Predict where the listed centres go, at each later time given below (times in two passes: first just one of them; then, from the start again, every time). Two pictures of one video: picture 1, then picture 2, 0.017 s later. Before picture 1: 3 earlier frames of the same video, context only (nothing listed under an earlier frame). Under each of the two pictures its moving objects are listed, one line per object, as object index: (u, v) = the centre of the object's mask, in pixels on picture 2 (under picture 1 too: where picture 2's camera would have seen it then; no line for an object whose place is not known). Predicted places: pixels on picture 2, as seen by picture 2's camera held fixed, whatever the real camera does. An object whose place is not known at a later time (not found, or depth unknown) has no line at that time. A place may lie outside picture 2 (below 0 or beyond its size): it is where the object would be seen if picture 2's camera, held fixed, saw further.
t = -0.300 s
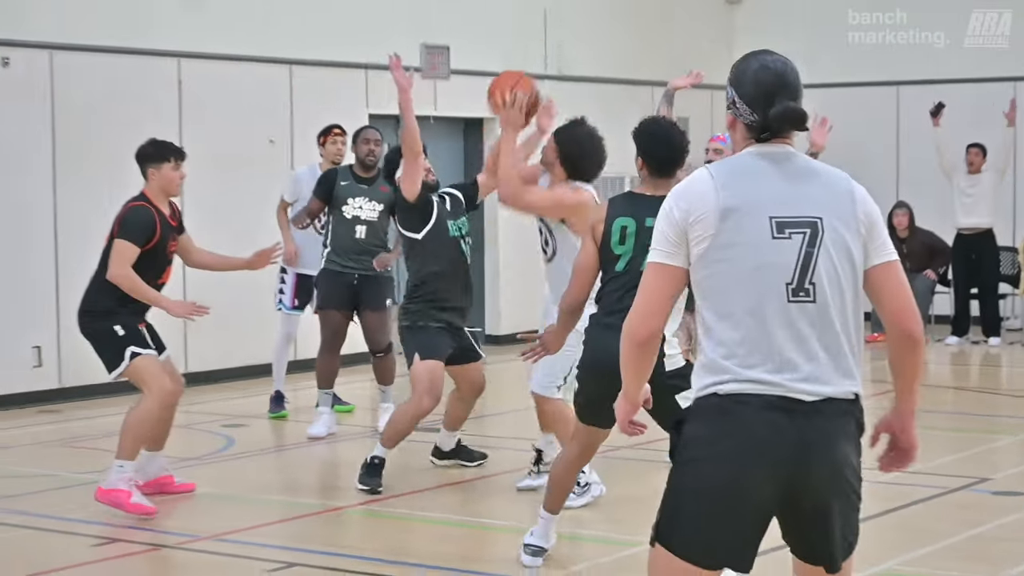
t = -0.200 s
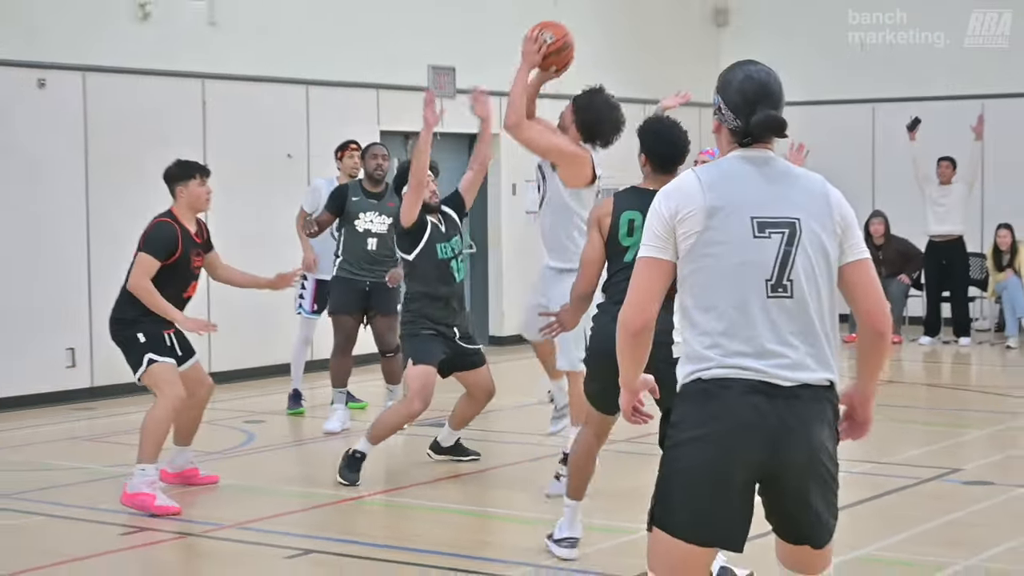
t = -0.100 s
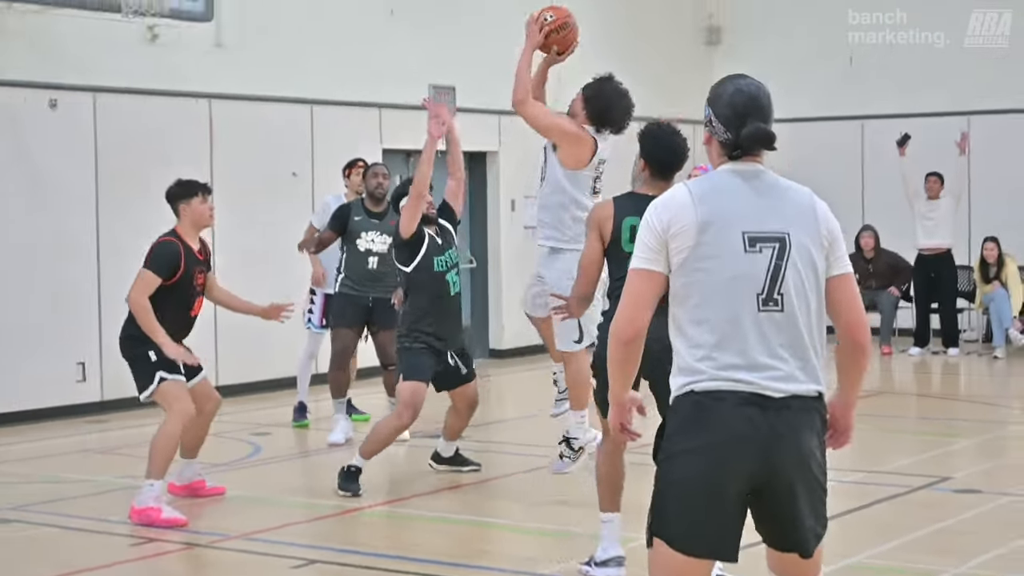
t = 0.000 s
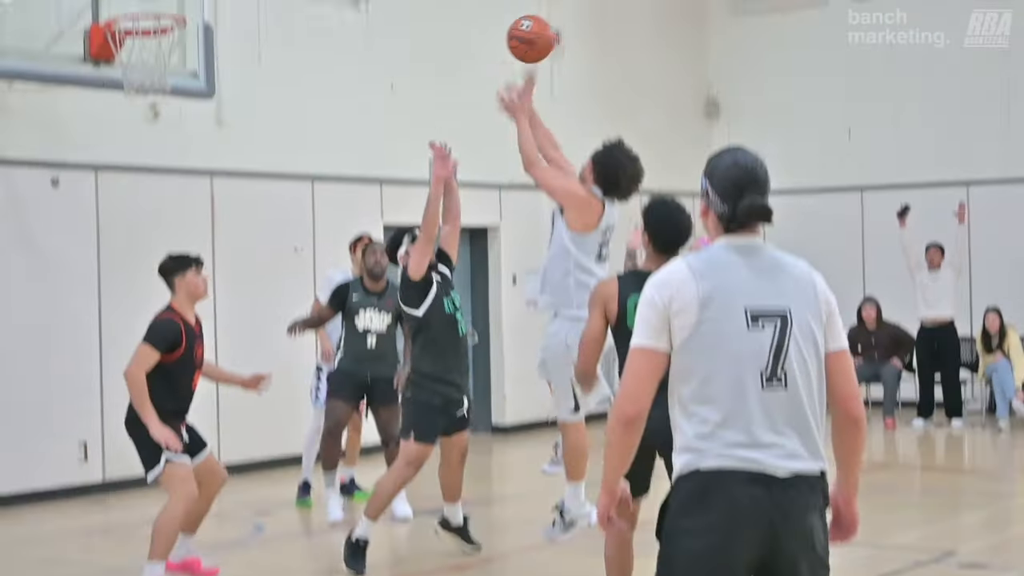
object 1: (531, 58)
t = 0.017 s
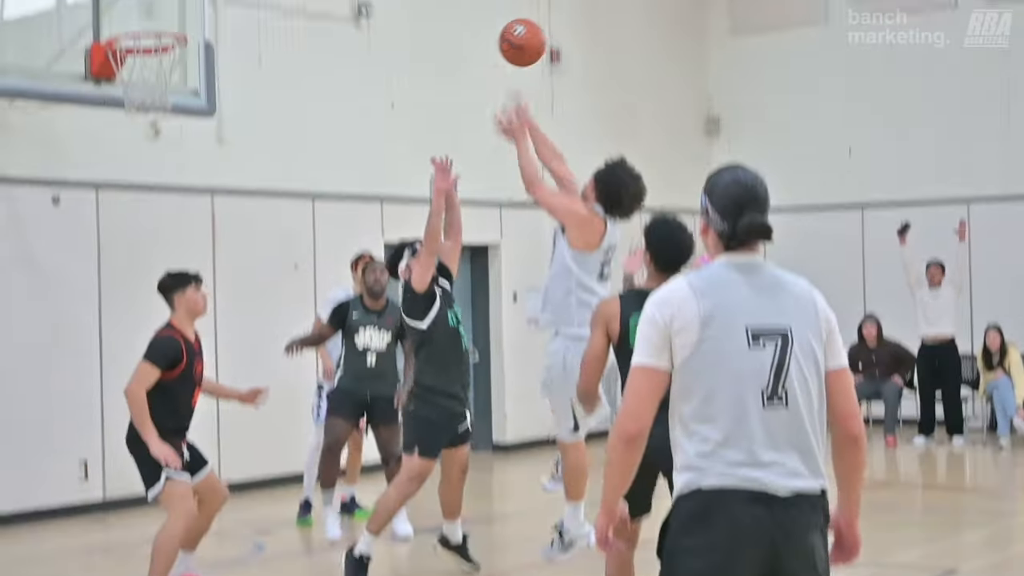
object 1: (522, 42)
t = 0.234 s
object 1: (416, -89)
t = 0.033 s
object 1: (513, 28)
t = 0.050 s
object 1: (505, 15)
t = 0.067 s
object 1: (497, 2)
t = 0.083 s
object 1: (488, -10)
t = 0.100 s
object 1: (480, -21)
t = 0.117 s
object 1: (472, -31)
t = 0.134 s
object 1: (464, -42)
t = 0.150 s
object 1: (456, -51)
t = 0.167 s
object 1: (448, -60)
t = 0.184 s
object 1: (439, -68)
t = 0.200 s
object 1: (431, -76)
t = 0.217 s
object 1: (424, -83)
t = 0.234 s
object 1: (416, -89)
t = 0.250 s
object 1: (408, -95)
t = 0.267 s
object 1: (401, -100)
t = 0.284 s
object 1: (394, -104)
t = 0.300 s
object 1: (386, -108)
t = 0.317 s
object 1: (379, -111)
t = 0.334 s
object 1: (373, -114)
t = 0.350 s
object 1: (365, -116)
